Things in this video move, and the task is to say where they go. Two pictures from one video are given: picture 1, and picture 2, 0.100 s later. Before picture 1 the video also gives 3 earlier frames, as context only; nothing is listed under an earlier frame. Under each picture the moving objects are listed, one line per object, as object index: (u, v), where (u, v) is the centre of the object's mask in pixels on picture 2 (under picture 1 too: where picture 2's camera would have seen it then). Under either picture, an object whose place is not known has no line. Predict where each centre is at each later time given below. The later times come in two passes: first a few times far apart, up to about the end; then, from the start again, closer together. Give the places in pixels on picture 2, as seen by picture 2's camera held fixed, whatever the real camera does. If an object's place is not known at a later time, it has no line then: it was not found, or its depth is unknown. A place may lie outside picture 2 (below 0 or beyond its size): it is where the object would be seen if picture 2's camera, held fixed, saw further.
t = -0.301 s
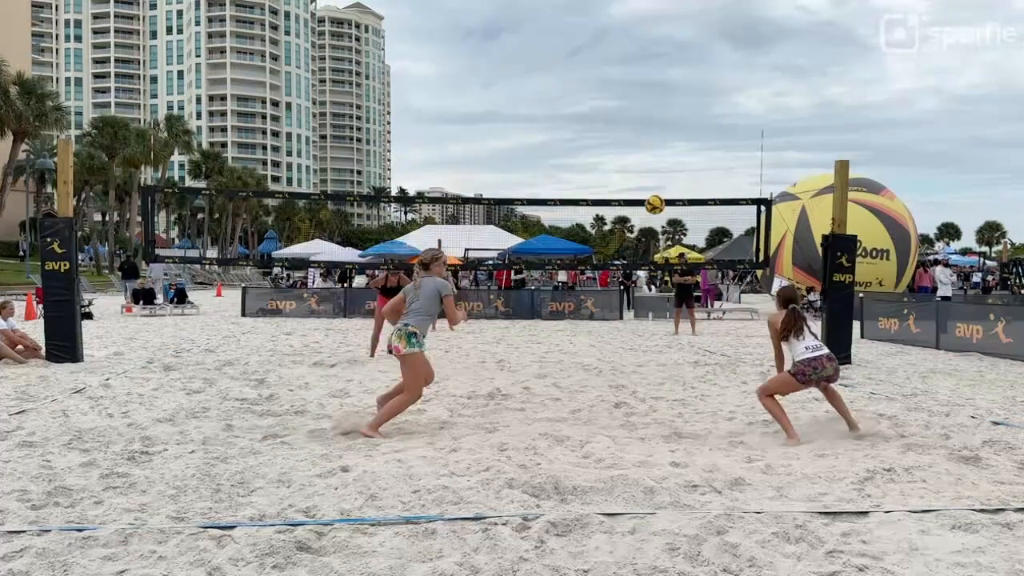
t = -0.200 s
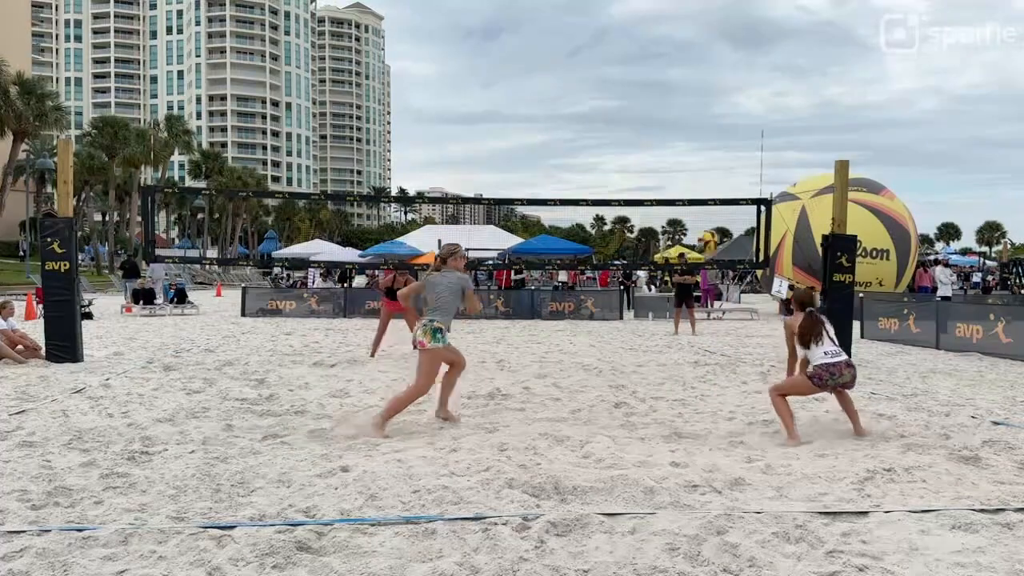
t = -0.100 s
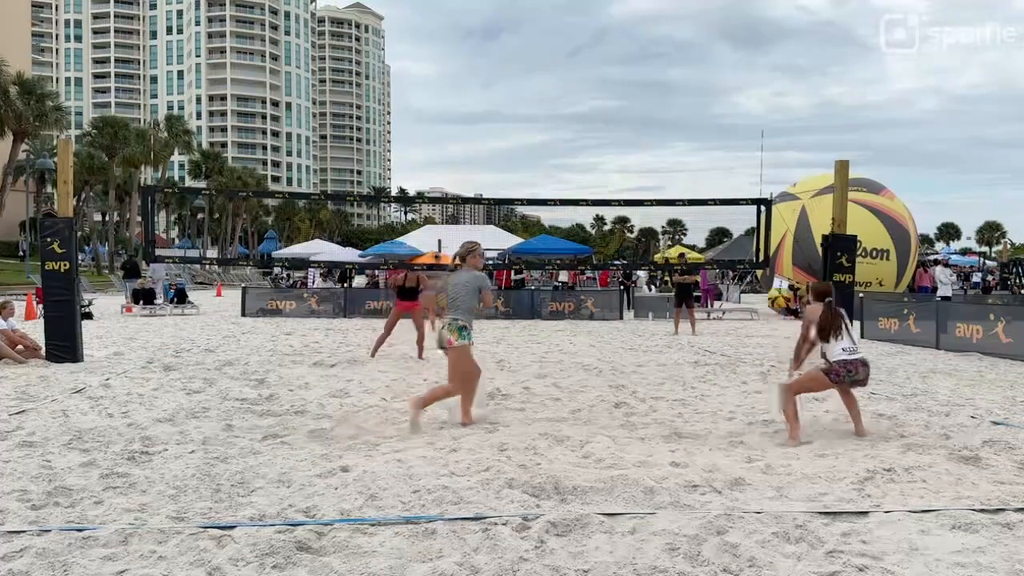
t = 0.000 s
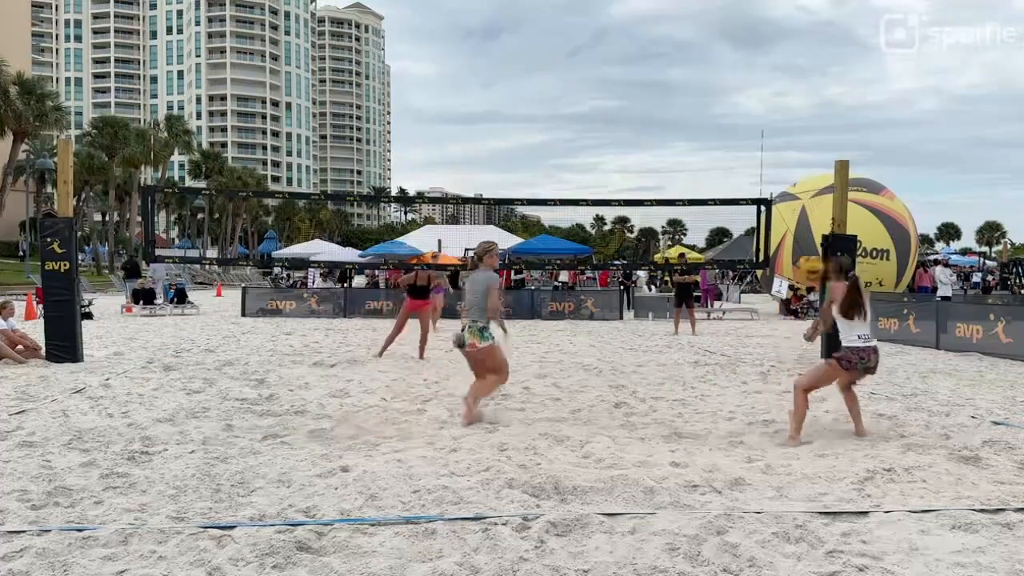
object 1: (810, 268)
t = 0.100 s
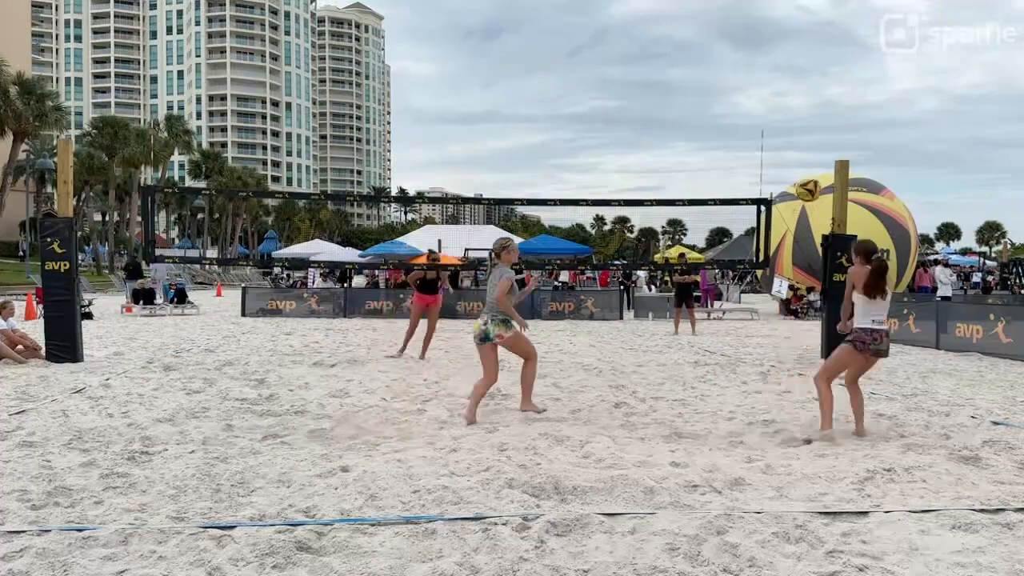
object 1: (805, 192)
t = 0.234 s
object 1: (804, 114)
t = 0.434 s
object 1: (800, 49)
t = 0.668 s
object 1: (796, 31)
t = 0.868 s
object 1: (792, 52)
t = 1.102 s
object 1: (788, 111)
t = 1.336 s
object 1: (786, 197)
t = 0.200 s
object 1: (807, 130)
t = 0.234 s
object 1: (804, 114)
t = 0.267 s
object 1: (803, 100)
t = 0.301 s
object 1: (802, 86)
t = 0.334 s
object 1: (802, 75)
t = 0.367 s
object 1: (801, 65)
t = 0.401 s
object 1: (802, 56)
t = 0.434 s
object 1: (800, 49)
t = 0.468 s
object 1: (799, 43)
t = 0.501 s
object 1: (799, 38)
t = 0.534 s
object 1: (797, 34)
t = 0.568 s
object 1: (797, 32)
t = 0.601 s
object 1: (796, 31)
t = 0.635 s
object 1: (795, 30)
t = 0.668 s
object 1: (796, 31)
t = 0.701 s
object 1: (794, 31)
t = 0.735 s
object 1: (794, 33)
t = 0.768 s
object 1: (794, 36)
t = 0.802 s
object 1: (794, 41)
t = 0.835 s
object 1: (793, 46)
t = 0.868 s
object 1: (792, 52)
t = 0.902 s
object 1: (792, 58)
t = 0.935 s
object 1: (791, 65)
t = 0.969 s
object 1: (790, 72)
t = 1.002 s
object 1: (790, 82)
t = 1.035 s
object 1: (790, 91)
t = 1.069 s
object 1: (789, 101)
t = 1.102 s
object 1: (788, 111)
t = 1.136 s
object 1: (788, 122)
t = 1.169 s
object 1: (787, 133)
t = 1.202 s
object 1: (787, 145)
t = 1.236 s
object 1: (787, 158)
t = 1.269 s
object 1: (787, 171)
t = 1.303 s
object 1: (786, 184)
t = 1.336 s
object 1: (786, 197)
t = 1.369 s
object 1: (787, 211)
